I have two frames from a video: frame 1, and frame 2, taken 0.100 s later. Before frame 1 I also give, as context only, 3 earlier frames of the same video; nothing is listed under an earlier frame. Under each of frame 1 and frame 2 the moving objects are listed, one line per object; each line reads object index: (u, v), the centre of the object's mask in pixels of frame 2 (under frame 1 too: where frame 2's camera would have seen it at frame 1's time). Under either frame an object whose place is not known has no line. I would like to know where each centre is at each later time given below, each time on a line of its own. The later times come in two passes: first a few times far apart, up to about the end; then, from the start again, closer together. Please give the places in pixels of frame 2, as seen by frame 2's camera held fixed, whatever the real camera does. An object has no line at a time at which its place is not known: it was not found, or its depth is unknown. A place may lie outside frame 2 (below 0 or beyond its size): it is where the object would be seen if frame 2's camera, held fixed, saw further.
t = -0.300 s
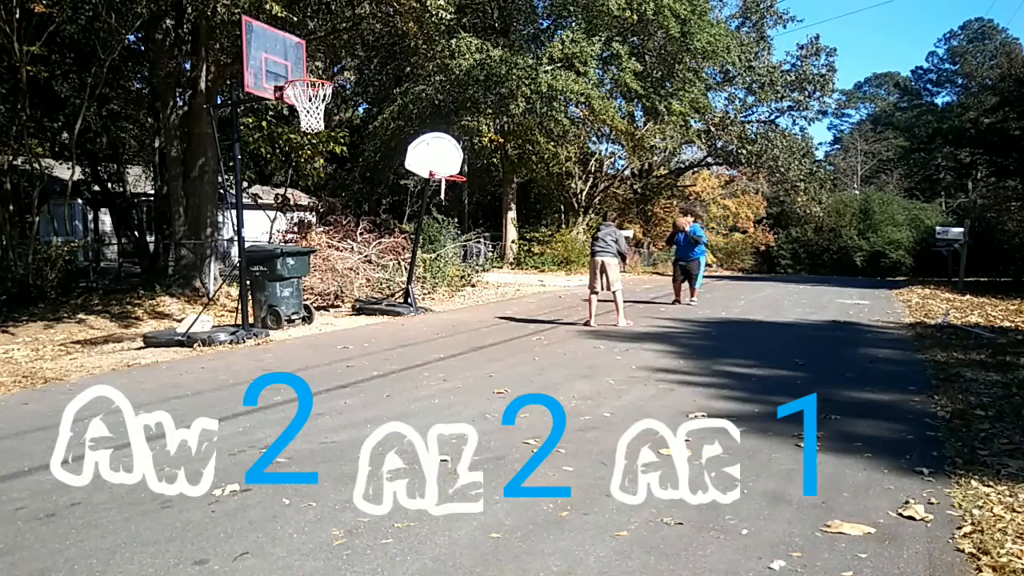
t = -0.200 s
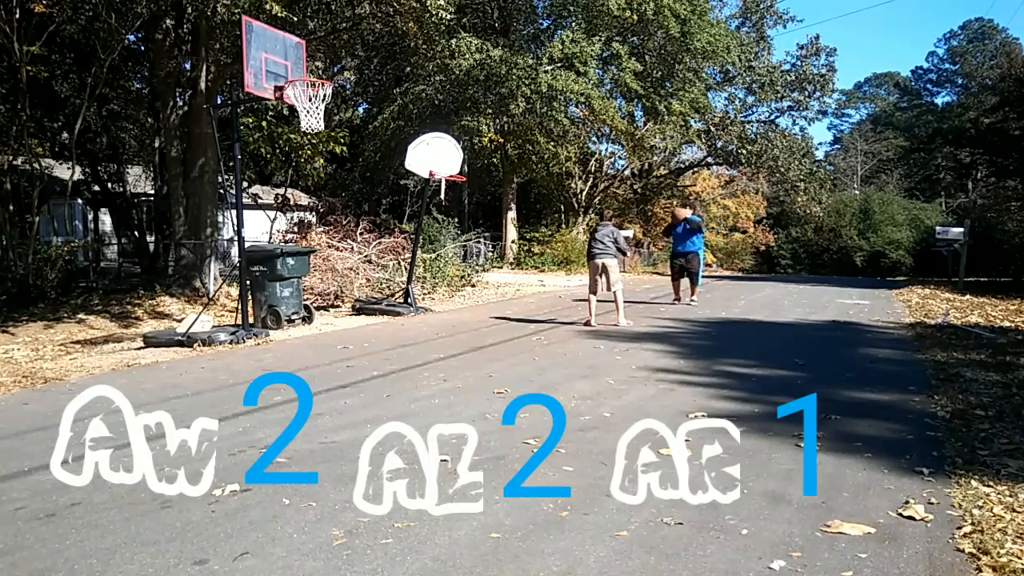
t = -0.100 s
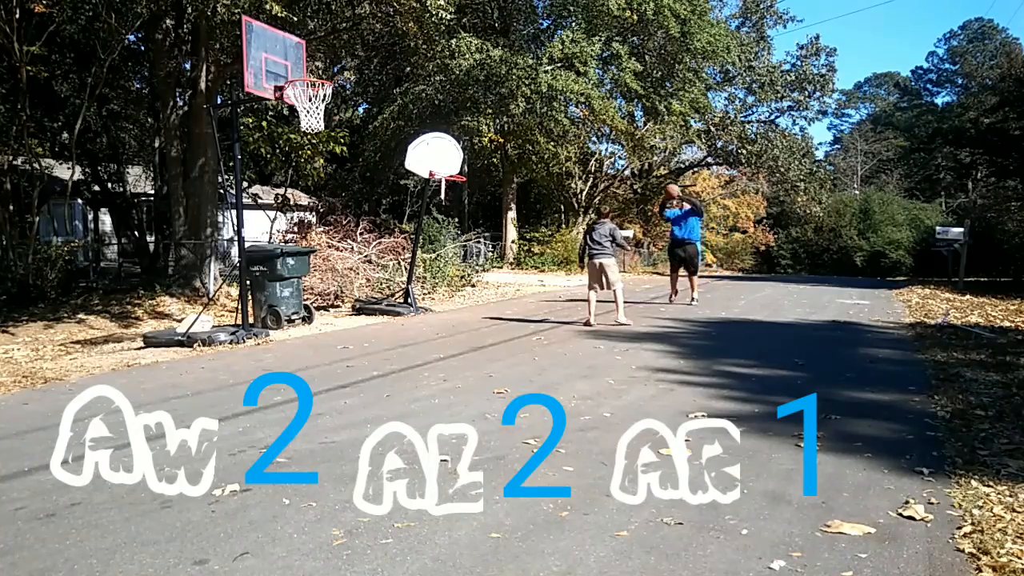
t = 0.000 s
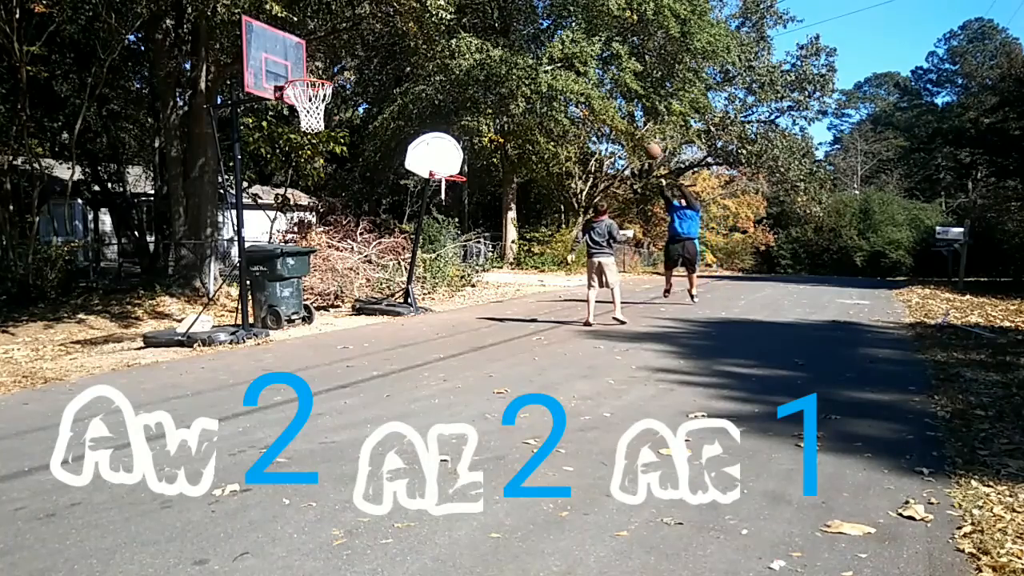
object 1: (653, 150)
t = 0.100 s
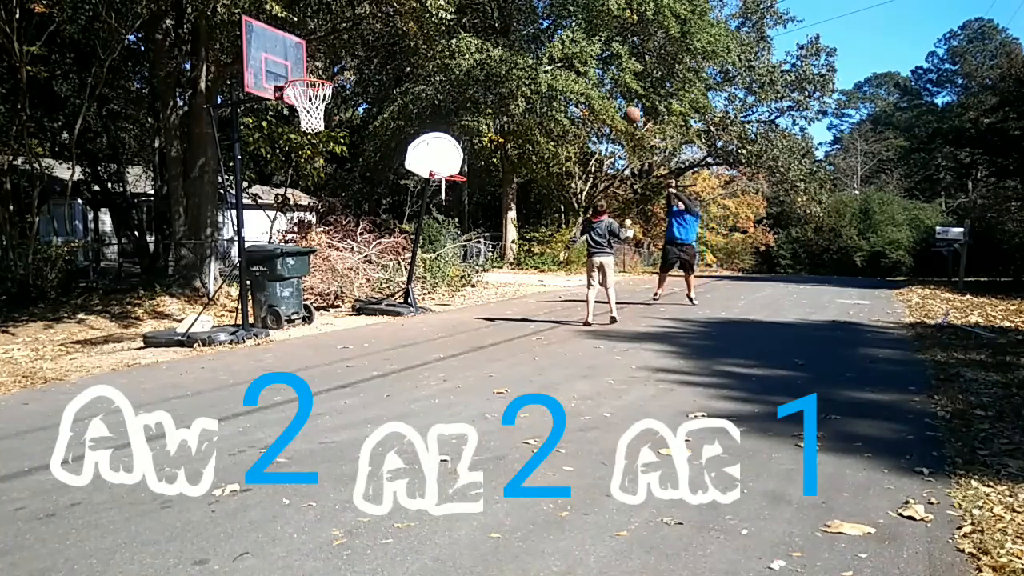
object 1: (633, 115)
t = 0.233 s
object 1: (602, 73)
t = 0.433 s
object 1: (552, 29)
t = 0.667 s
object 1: (484, 13)
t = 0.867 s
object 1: (418, 35)
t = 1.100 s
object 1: (330, 115)
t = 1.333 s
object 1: (228, 268)
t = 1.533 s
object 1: (157, 296)
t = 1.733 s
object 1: (107, 203)
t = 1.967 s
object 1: (46, 146)
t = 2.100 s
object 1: (13, 139)
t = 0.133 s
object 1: (624, 104)
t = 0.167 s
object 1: (617, 93)
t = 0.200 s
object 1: (610, 83)
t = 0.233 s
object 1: (602, 73)
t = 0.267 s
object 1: (594, 64)
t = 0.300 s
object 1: (585, 57)
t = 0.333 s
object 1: (578, 48)
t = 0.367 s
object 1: (568, 41)
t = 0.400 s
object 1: (561, 35)
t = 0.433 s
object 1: (552, 29)
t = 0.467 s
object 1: (543, 25)
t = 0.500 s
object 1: (534, 21)
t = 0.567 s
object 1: (514, 15)
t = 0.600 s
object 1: (504, 13)
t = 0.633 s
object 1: (494, 13)
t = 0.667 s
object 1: (484, 13)
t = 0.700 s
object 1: (473, 14)
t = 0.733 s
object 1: (463, 15)
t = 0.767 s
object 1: (452, 18)
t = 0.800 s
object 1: (442, 22)
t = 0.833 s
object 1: (430, 28)
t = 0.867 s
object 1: (418, 35)
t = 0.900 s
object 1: (406, 42)
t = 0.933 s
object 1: (394, 52)
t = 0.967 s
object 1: (381, 60)
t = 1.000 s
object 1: (369, 73)
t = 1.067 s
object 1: (343, 99)
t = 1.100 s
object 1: (330, 115)
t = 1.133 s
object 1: (316, 131)
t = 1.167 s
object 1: (302, 151)
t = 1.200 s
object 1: (287, 170)
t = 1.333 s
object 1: (228, 268)
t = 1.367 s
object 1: (211, 297)
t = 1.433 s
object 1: (181, 355)
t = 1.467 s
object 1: (173, 334)
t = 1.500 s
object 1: (164, 316)
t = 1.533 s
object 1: (157, 296)
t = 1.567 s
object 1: (148, 279)
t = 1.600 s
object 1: (140, 262)
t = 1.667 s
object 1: (125, 230)
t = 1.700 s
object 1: (116, 217)
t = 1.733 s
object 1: (107, 203)
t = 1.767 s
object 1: (98, 192)
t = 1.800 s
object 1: (90, 181)
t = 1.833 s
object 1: (81, 172)
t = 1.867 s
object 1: (72, 164)
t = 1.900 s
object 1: (63, 157)
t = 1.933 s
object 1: (55, 151)
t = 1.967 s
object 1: (46, 146)
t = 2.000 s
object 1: (38, 142)
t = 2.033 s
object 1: (28, 140)
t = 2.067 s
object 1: (19, 139)
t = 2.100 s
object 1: (13, 139)
